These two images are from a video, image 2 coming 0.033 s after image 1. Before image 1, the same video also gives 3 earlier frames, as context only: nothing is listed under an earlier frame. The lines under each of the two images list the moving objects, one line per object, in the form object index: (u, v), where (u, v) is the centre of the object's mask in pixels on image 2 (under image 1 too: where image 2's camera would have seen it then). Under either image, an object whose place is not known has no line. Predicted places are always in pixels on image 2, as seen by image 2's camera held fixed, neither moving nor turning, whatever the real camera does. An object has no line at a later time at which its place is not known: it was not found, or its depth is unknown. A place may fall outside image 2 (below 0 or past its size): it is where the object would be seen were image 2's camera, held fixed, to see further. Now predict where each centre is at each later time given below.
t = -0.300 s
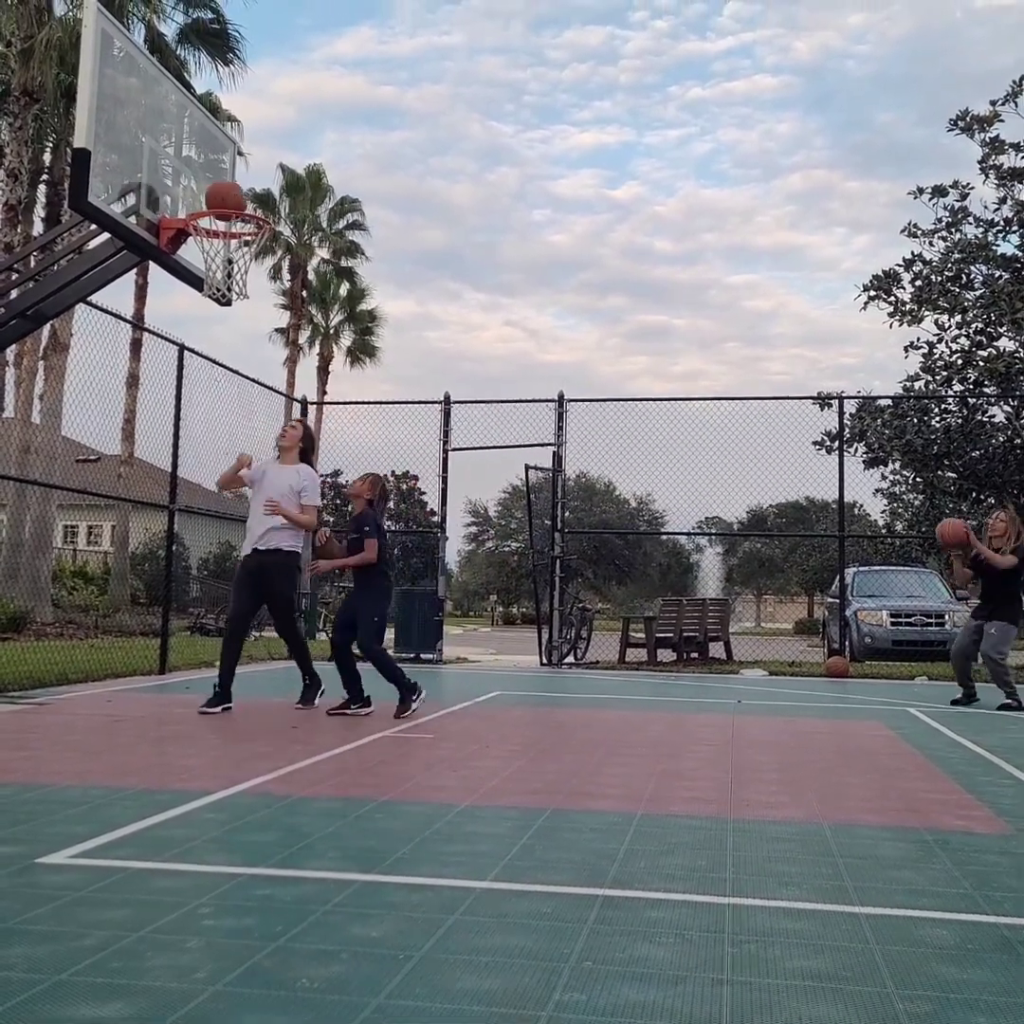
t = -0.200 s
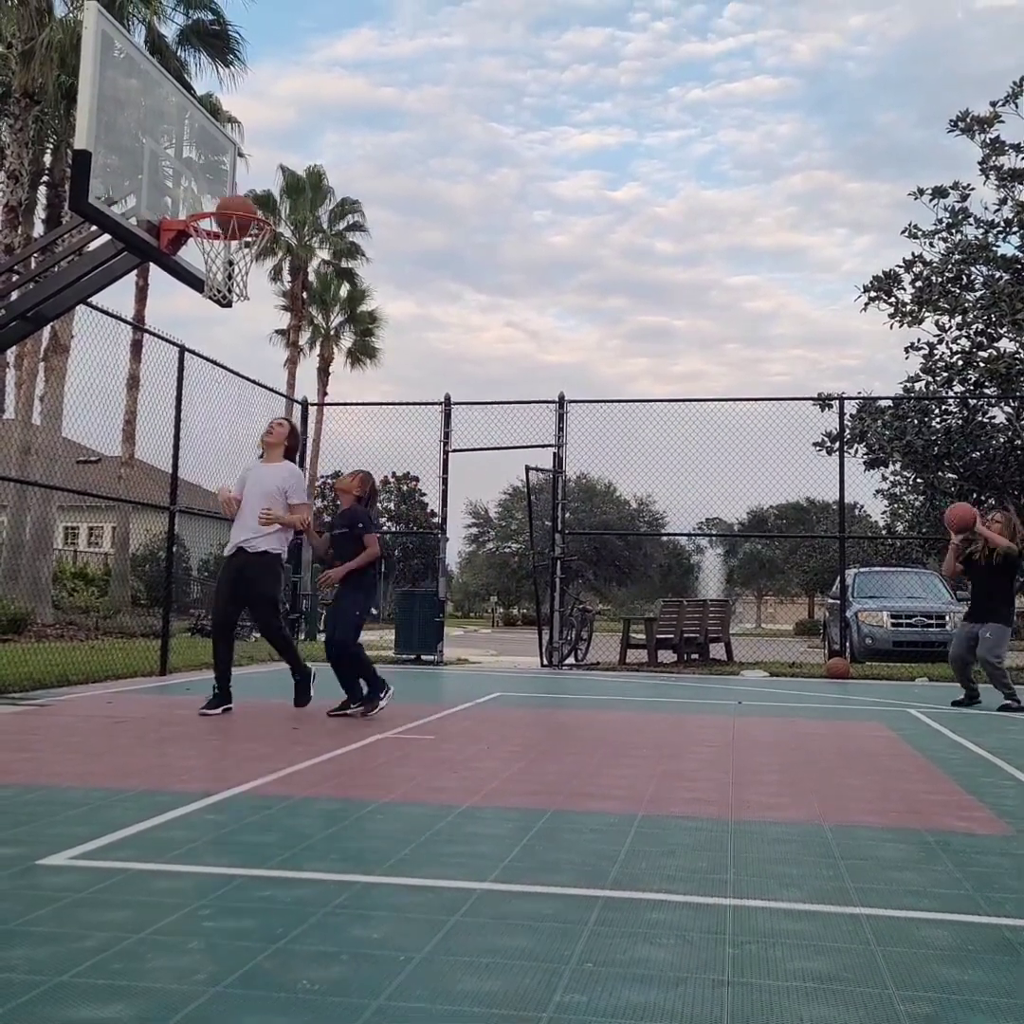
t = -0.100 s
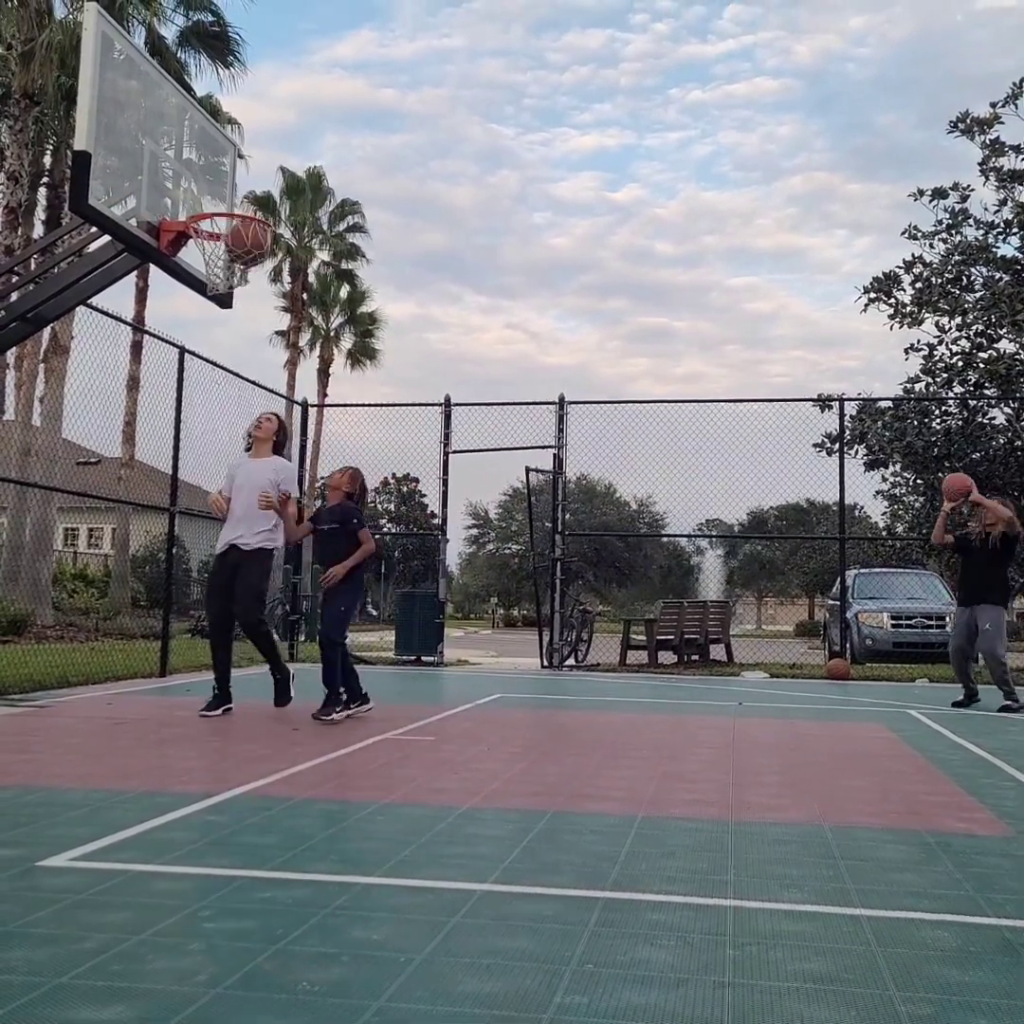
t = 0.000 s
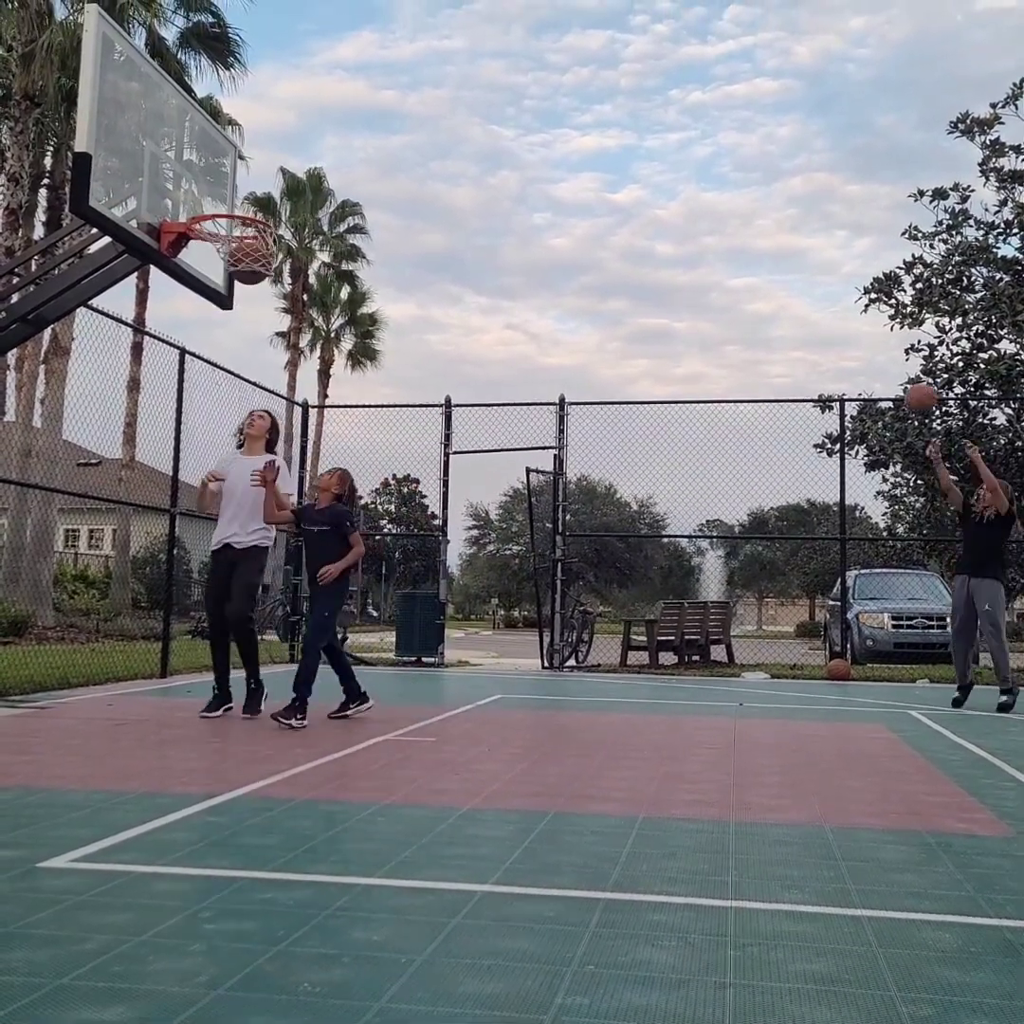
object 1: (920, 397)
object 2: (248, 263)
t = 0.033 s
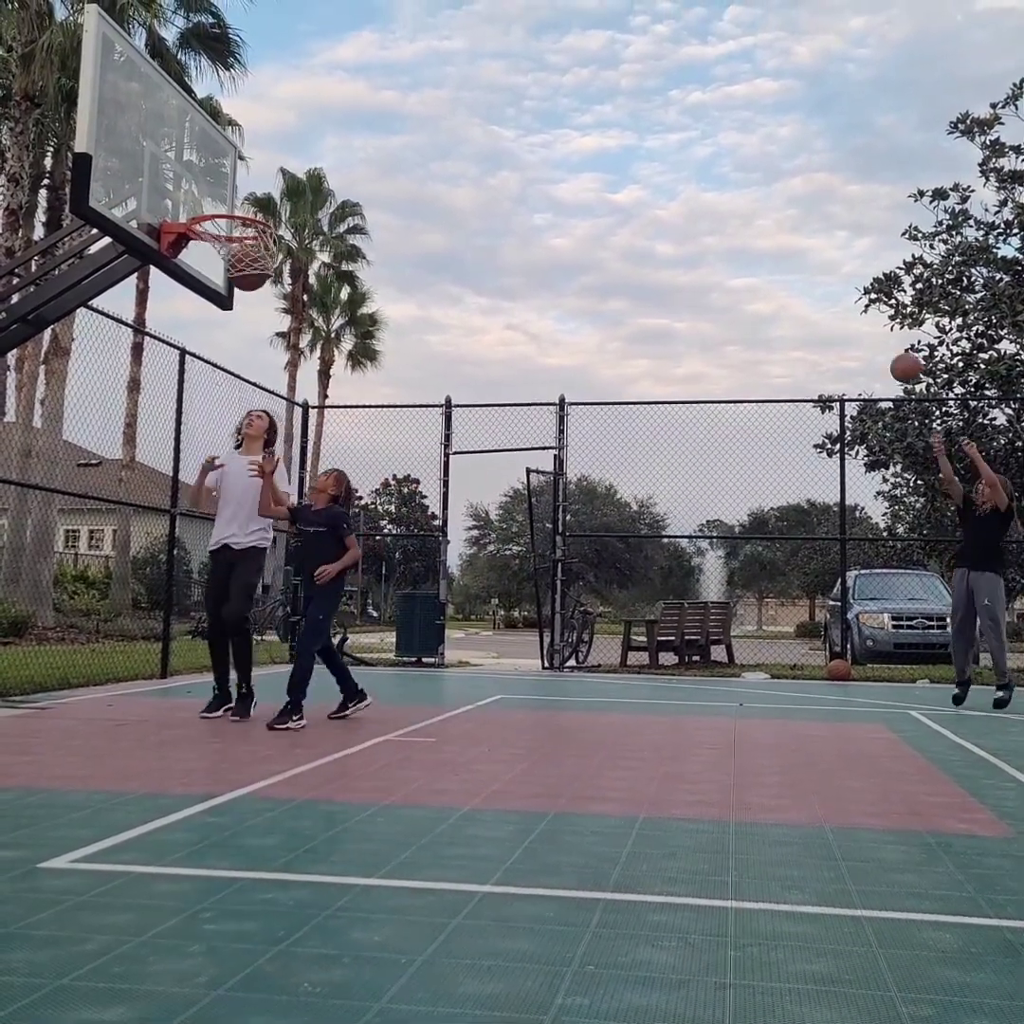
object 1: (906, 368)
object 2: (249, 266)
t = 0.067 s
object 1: (890, 338)
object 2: (246, 276)
